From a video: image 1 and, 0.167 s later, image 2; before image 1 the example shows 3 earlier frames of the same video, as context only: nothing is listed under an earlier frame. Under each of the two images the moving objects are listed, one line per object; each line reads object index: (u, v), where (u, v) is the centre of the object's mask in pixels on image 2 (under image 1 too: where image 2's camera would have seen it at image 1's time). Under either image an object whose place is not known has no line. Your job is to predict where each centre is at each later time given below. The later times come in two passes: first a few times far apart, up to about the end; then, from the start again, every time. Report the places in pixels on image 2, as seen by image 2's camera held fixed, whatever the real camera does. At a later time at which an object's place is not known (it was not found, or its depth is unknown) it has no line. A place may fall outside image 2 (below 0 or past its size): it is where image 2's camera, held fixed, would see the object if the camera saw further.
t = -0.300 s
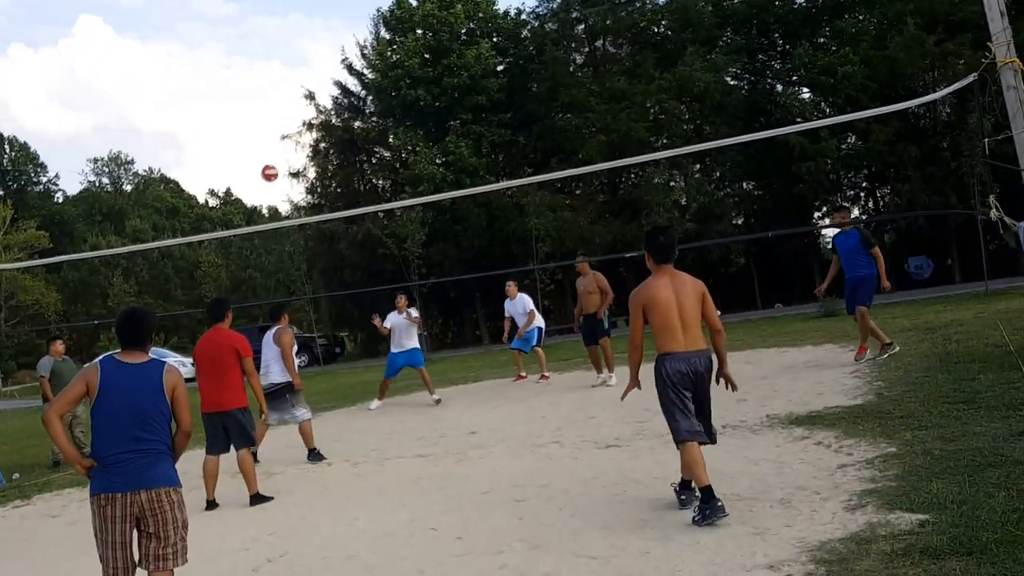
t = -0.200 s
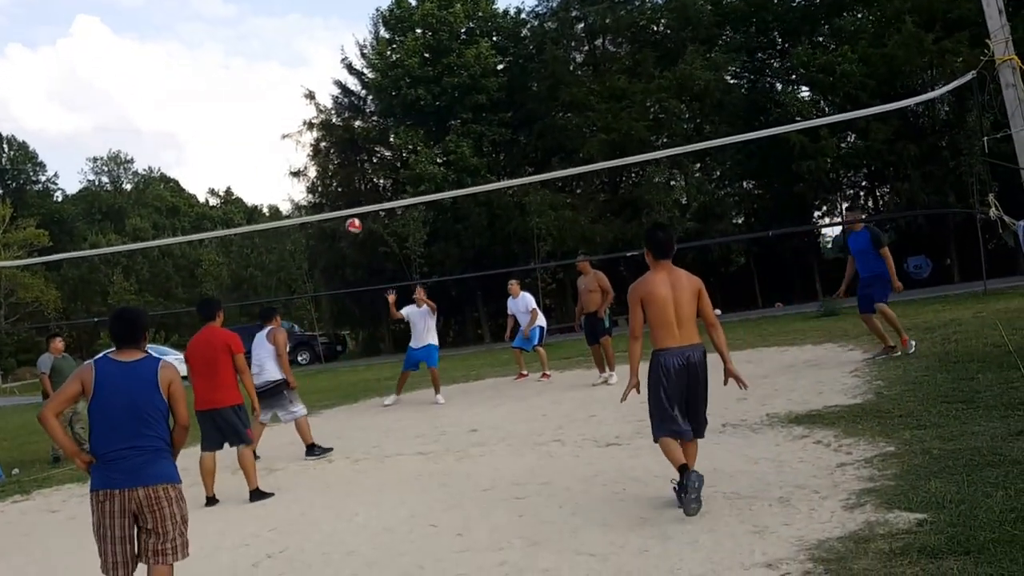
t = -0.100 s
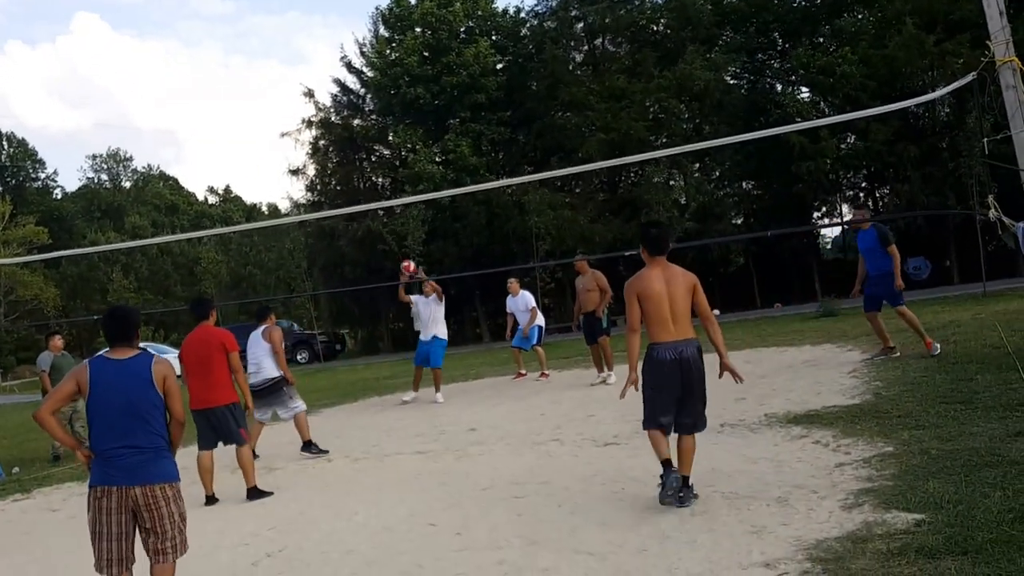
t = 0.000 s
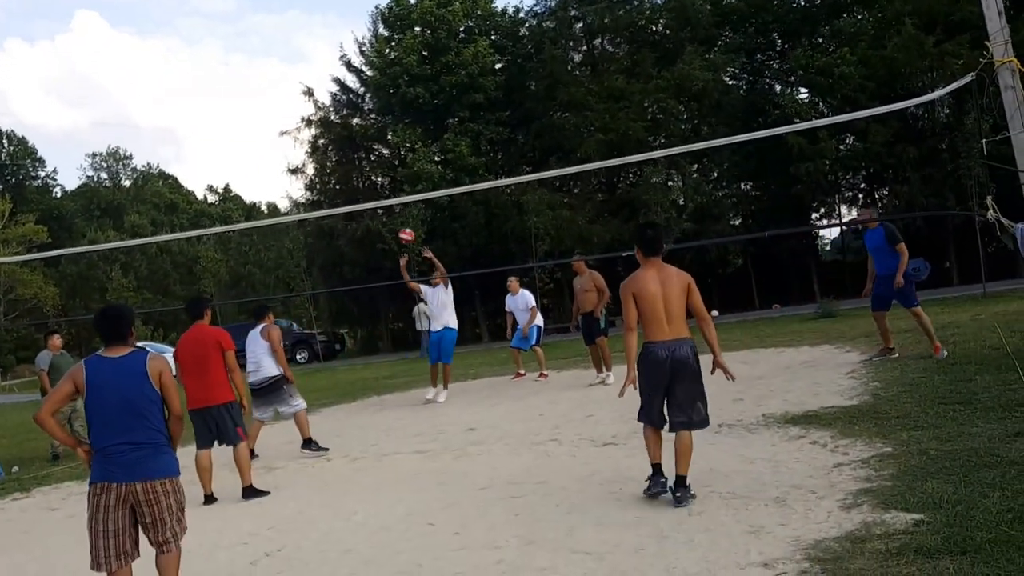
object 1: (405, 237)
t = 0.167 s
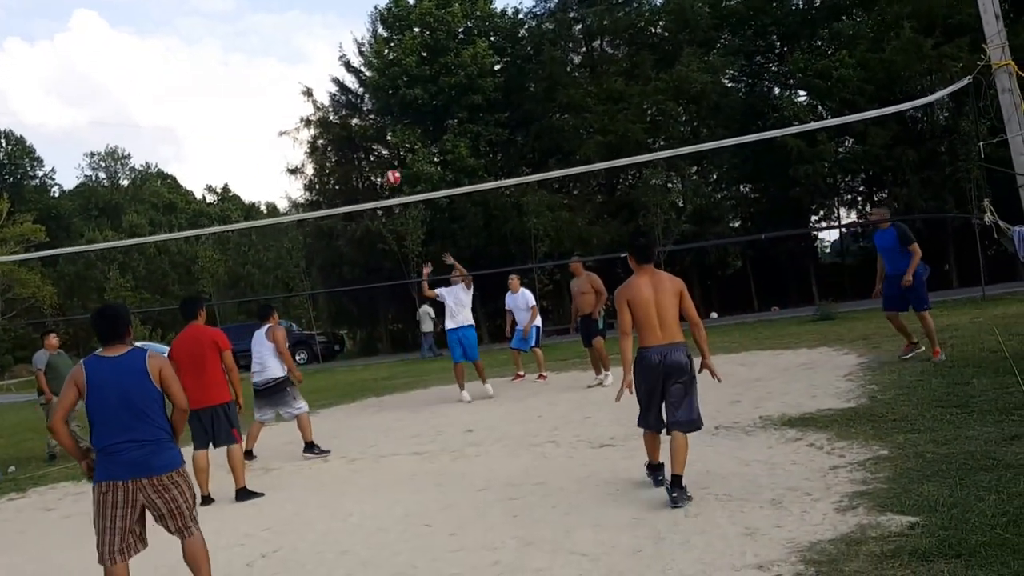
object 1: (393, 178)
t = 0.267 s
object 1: (386, 151)
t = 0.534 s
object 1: (375, 113)
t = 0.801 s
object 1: (373, 129)
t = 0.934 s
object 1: (377, 159)
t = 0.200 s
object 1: (390, 168)
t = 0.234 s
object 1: (388, 158)
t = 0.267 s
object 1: (386, 151)
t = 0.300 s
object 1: (384, 143)
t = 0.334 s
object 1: (383, 137)
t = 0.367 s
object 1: (381, 131)
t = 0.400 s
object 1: (379, 125)
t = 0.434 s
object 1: (378, 121)
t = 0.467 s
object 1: (377, 118)
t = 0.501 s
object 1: (377, 114)
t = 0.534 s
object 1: (375, 113)
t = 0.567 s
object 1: (375, 112)
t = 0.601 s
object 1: (374, 112)
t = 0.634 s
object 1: (374, 113)
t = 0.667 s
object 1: (373, 114)
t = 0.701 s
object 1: (373, 115)
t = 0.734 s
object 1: (373, 119)
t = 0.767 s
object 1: (374, 124)
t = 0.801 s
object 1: (373, 129)
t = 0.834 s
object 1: (374, 135)
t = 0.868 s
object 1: (375, 142)
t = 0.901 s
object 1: (375, 150)
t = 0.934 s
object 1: (377, 159)
